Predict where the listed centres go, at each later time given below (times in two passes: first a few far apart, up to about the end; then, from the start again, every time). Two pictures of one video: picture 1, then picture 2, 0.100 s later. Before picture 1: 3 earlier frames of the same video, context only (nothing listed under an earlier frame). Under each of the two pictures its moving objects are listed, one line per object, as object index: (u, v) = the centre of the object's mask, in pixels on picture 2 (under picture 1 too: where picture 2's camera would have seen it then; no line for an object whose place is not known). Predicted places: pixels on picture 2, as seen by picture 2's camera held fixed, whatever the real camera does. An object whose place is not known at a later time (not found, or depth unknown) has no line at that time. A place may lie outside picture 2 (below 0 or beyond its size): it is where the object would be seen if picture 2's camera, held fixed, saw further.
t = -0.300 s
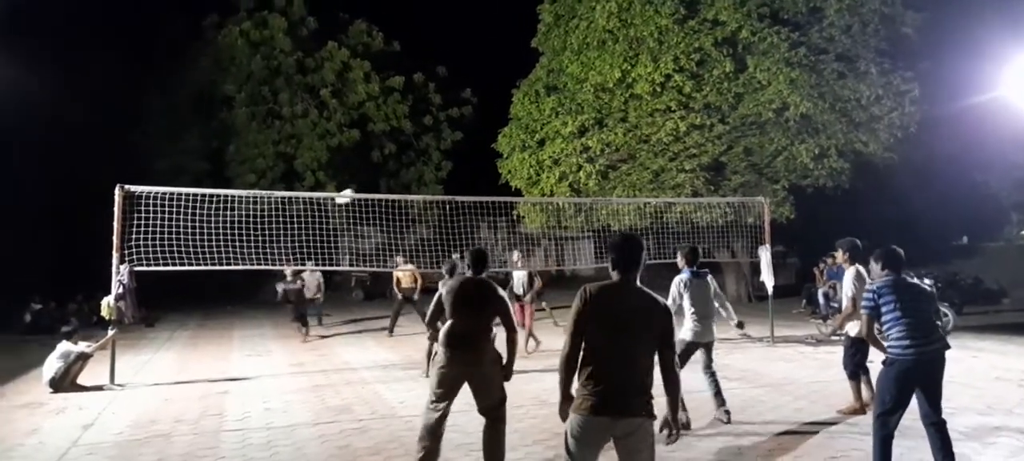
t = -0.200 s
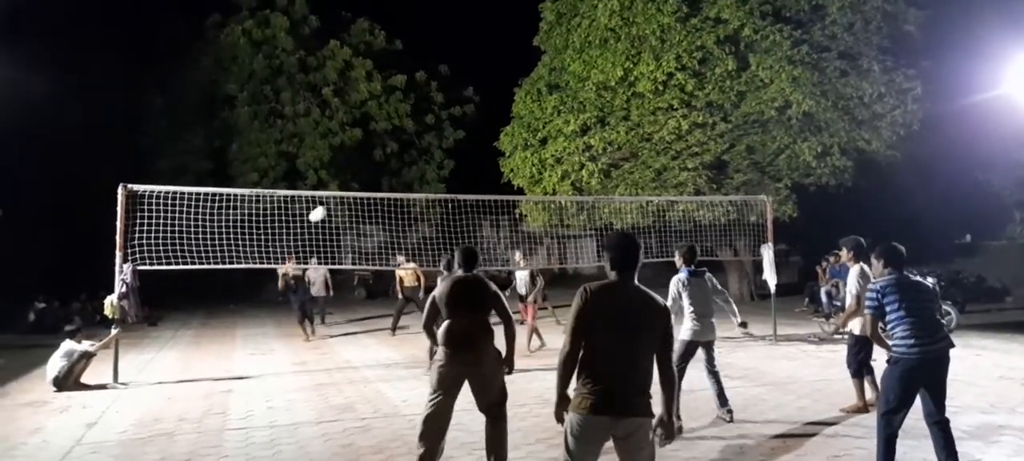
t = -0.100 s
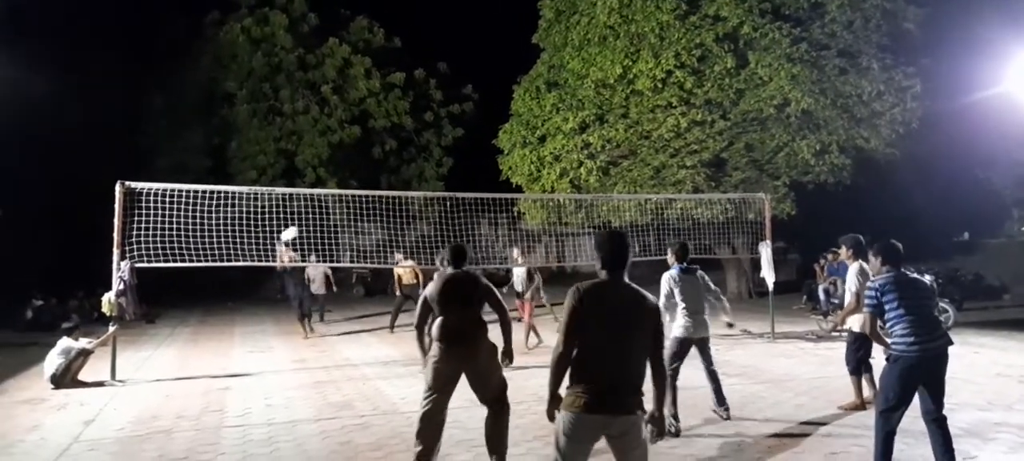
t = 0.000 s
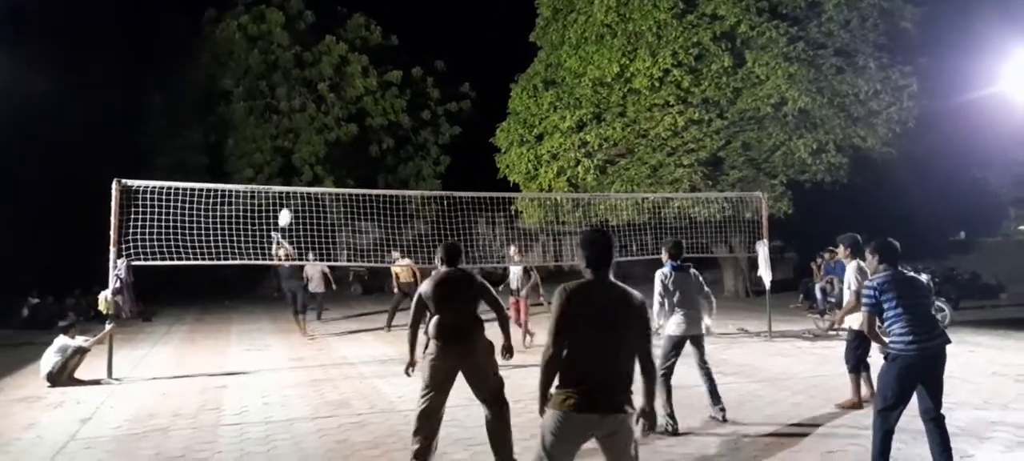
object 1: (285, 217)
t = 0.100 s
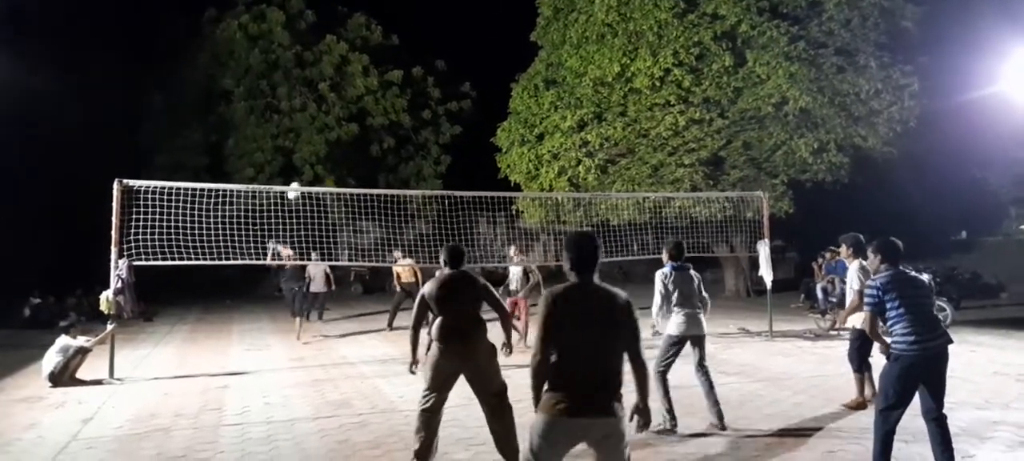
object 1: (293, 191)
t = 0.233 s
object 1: (307, 160)
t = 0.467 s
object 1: (335, 128)
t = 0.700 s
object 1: (378, 134)
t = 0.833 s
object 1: (410, 167)
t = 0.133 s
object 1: (297, 181)
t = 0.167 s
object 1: (300, 174)
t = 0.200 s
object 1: (303, 167)
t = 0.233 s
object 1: (307, 160)
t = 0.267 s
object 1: (310, 154)
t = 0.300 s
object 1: (314, 148)
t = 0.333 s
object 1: (318, 142)
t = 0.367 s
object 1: (322, 137)
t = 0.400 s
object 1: (326, 134)
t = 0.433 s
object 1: (331, 131)
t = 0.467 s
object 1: (335, 128)
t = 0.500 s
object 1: (340, 126)
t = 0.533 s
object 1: (346, 124)
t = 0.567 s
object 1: (352, 124)
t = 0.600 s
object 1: (358, 125)
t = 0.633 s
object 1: (364, 127)
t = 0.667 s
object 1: (370, 130)
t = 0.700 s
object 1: (378, 134)
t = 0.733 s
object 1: (385, 140)
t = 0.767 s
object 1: (393, 147)
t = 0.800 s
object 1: (402, 157)
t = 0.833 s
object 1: (410, 167)
